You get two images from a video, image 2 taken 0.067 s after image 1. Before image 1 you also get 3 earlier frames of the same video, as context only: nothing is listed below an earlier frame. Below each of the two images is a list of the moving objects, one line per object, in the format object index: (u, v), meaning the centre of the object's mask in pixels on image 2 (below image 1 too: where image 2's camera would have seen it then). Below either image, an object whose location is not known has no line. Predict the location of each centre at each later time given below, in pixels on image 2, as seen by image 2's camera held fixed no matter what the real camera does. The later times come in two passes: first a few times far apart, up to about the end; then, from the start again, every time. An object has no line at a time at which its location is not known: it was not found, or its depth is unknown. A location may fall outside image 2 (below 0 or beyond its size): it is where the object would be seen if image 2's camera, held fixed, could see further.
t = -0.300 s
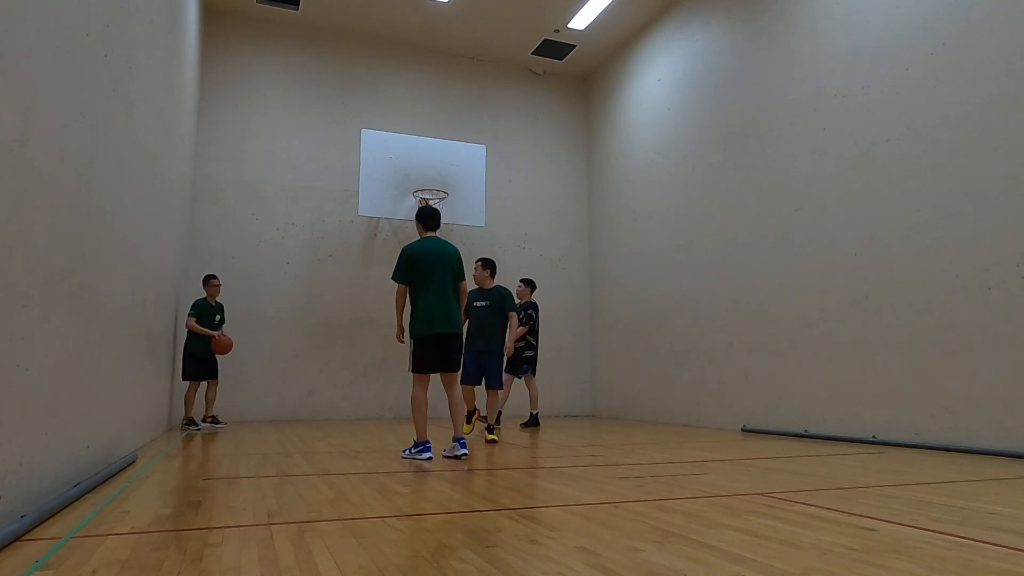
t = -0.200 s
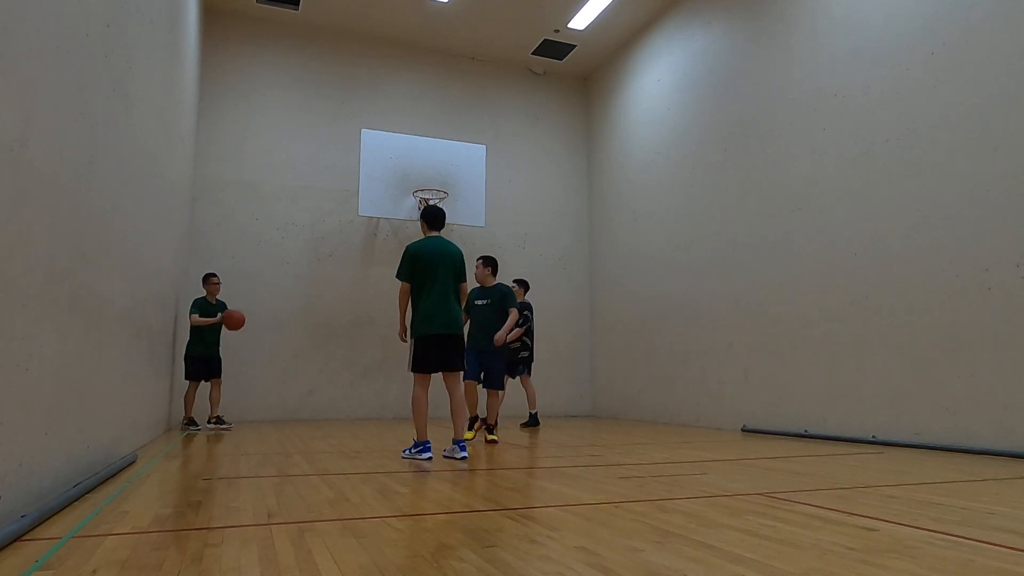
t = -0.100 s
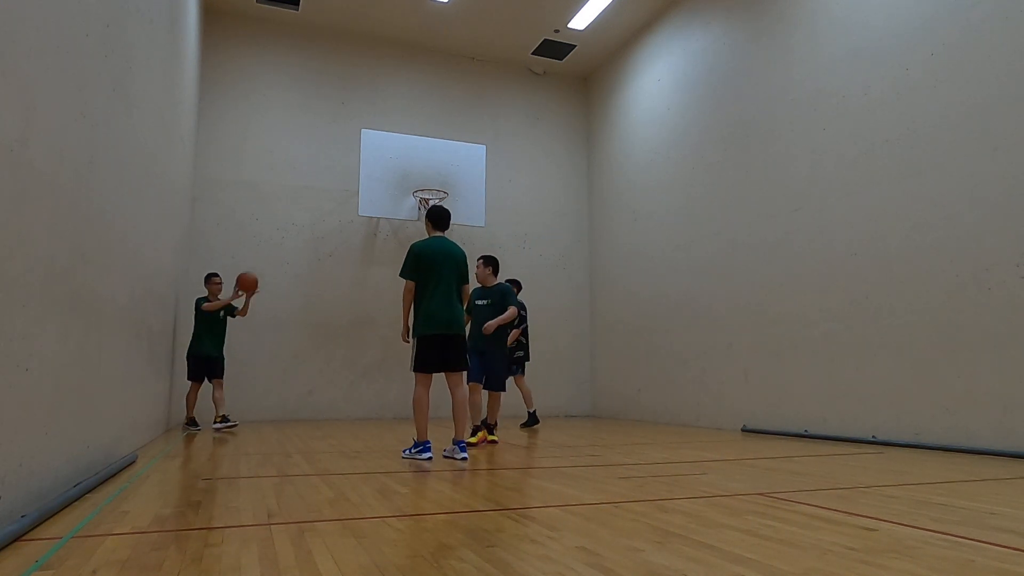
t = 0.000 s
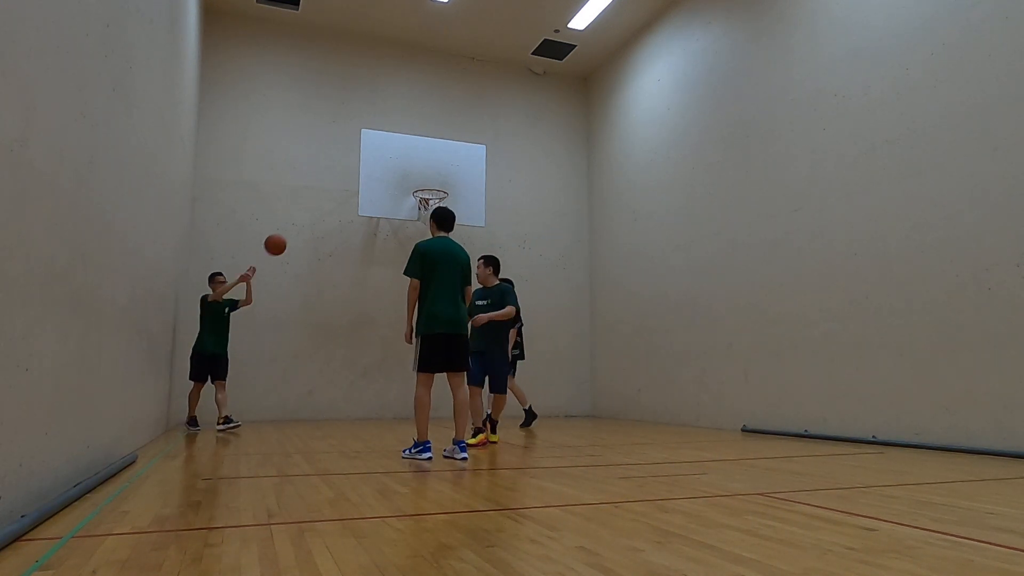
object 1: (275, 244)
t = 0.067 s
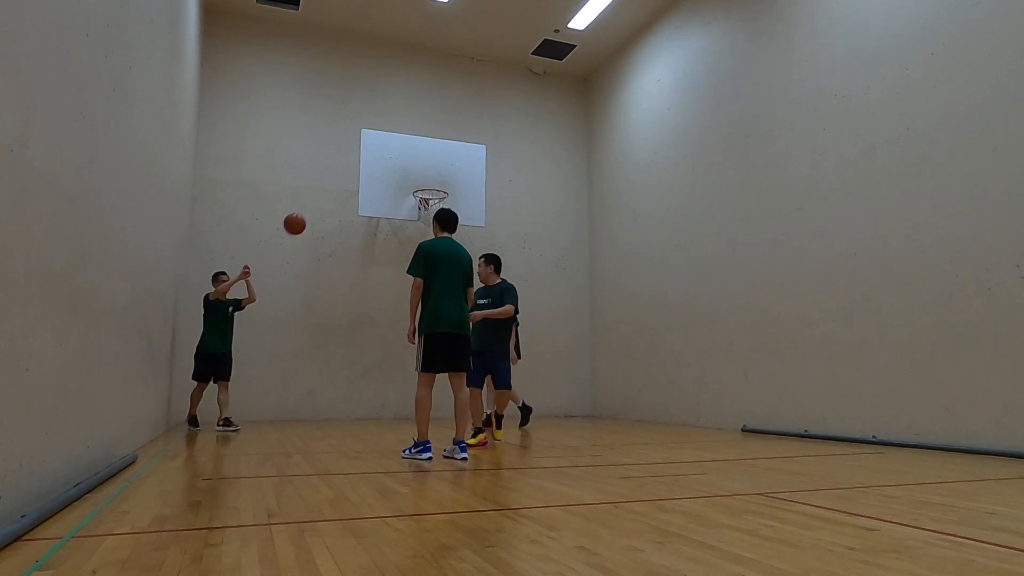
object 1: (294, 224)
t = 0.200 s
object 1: (334, 193)
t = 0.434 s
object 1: (406, 173)
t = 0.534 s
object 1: (439, 180)
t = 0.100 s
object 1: (304, 215)
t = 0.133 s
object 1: (314, 207)
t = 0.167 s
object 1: (324, 199)
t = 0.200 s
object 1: (334, 193)
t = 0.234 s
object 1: (344, 187)
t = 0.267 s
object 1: (354, 182)
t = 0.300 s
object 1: (364, 178)
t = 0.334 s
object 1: (375, 176)
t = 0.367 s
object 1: (385, 174)
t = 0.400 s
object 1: (395, 173)
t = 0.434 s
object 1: (406, 173)
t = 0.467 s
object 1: (417, 174)
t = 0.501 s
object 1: (428, 176)
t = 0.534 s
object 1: (439, 180)
